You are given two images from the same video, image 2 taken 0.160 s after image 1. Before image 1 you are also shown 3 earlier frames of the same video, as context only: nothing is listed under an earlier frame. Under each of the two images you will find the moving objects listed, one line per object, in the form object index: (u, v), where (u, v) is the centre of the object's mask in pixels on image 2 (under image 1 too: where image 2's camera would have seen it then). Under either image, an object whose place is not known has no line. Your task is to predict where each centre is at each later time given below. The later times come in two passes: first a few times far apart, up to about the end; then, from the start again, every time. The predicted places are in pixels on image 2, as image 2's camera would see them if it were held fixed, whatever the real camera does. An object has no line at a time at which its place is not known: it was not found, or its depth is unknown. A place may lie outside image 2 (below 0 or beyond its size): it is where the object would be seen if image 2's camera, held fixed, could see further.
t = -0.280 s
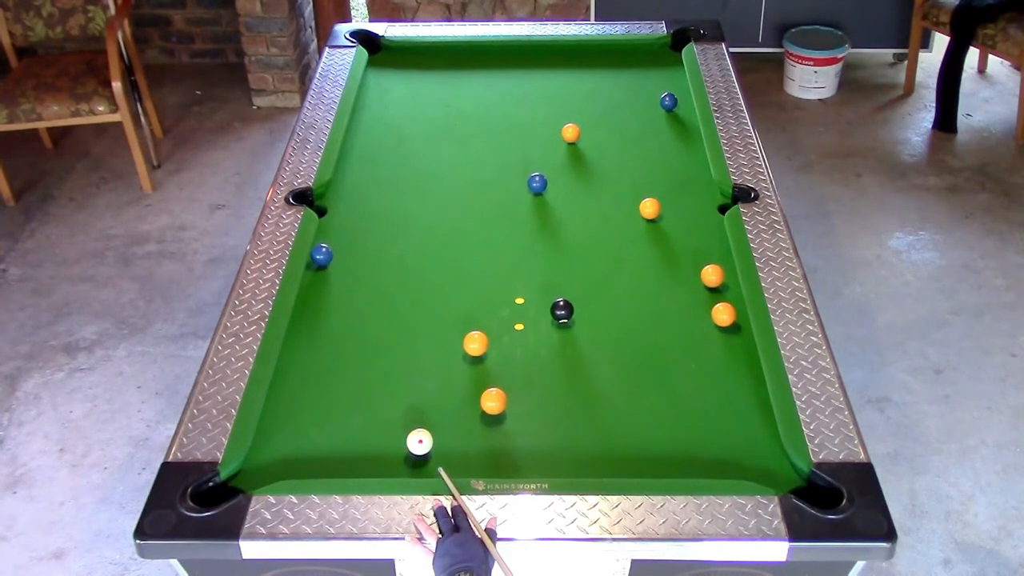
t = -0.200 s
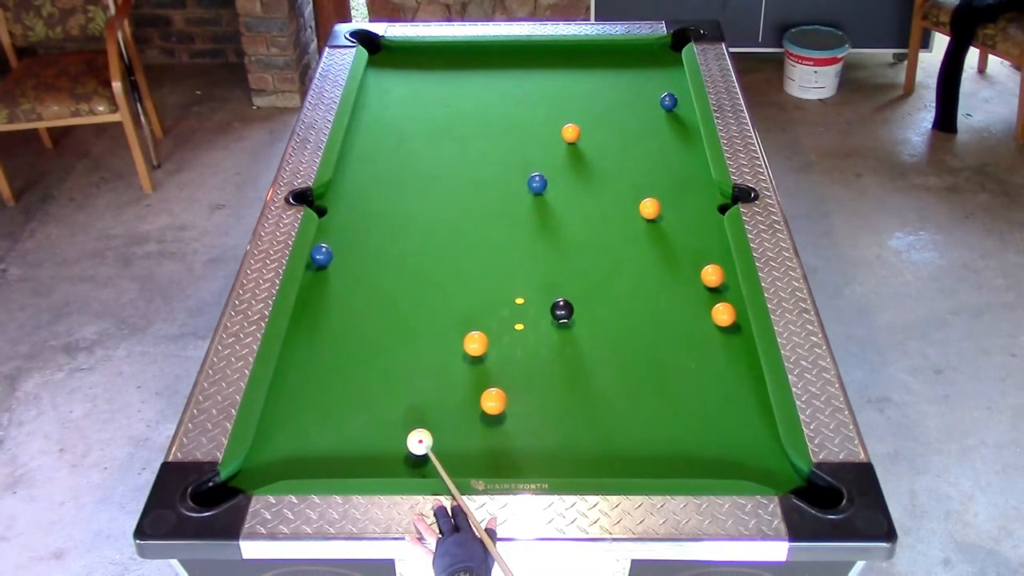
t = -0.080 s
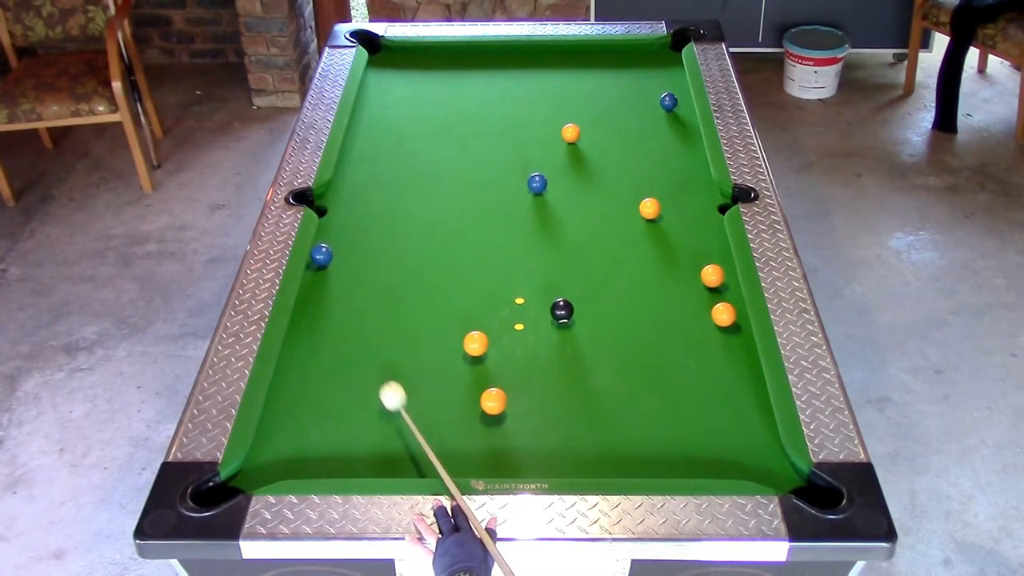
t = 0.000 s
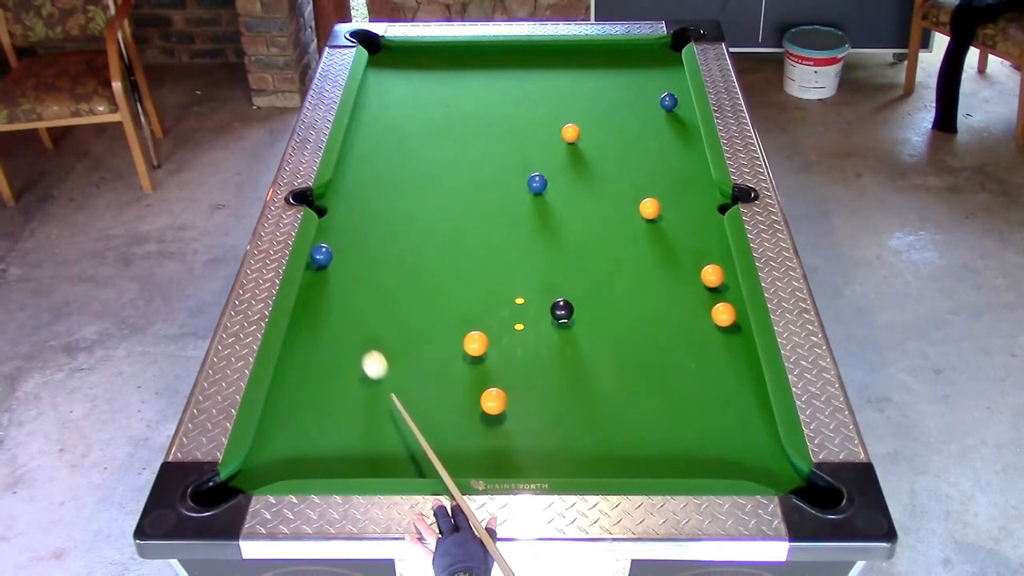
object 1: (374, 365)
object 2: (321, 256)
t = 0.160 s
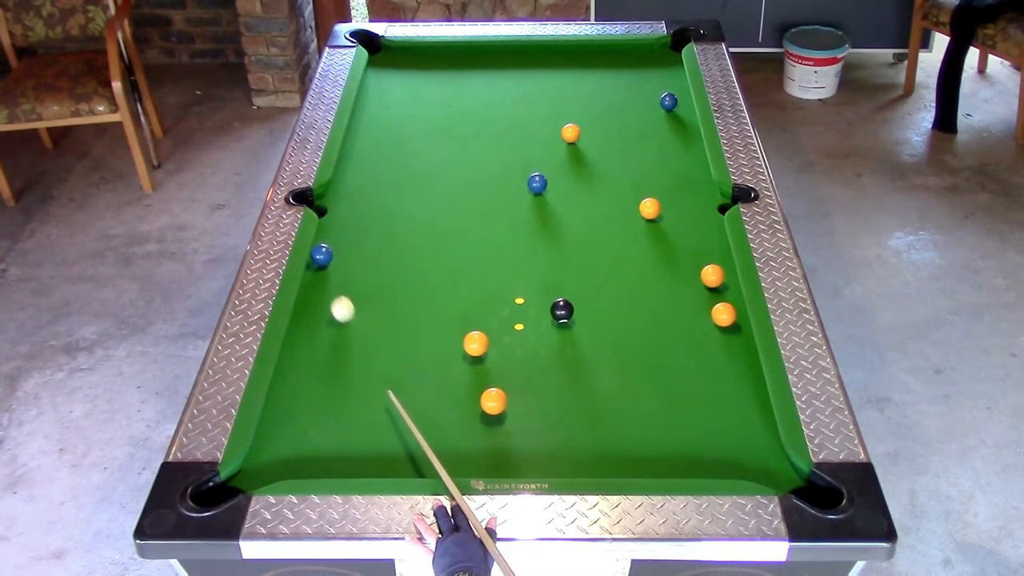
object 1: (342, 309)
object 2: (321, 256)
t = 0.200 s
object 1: (335, 296)
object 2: (321, 256)
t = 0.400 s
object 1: (327, 268)
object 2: (326, 235)
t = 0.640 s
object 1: (357, 260)
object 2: (338, 203)
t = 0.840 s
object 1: (380, 254)
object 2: (348, 178)
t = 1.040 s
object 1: (400, 248)
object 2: (356, 156)
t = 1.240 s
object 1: (418, 243)
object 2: (363, 137)
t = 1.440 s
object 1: (434, 239)
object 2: (370, 119)
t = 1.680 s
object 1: (450, 234)
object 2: (377, 101)
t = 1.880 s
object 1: (461, 231)
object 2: (382, 87)
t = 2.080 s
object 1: (470, 229)
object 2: (386, 74)
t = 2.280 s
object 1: (478, 226)
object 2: (390, 63)
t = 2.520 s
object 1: (484, 224)
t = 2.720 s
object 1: (488, 223)
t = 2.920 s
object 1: (489, 223)
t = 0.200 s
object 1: (335, 296)
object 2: (321, 256)
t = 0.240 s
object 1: (328, 284)
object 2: (321, 256)
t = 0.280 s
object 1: (321, 272)
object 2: (321, 253)
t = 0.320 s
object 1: (316, 268)
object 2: (322, 249)
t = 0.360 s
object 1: (322, 268)
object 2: (324, 242)
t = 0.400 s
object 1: (327, 268)
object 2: (326, 235)
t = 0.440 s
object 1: (333, 266)
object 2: (328, 230)
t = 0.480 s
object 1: (338, 265)
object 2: (330, 224)
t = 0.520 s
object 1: (343, 264)
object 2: (332, 219)
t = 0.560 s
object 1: (348, 262)
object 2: (335, 213)
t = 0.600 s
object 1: (353, 261)
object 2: (337, 208)
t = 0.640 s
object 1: (357, 260)
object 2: (338, 203)
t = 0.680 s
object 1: (362, 259)
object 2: (341, 197)
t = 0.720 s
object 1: (367, 257)
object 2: (342, 193)
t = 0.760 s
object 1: (371, 256)
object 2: (344, 188)
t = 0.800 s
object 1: (376, 255)
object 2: (346, 183)
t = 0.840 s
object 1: (380, 254)
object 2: (348, 178)
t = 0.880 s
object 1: (384, 253)
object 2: (349, 174)
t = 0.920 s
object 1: (388, 252)
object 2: (351, 169)
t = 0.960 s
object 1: (392, 250)
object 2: (353, 165)
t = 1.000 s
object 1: (396, 249)
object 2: (354, 161)
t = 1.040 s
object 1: (400, 248)
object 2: (356, 156)
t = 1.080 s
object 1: (404, 247)
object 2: (357, 152)
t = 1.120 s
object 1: (408, 246)
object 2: (359, 148)
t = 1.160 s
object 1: (411, 245)
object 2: (360, 144)
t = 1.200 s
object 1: (414, 244)
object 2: (362, 140)
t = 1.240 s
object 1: (418, 243)
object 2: (363, 137)
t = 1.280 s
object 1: (421, 242)
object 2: (365, 133)
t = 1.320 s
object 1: (424, 241)
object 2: (366, 129)
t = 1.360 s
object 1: (428, 240)
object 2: (367, 126)
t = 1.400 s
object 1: (431, 240)
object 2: (369, 123)
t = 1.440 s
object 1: (434, 239)
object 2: (370, 119)
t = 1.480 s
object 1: (436, 238)
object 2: (371, 116)
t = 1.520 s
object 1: (439, 237)
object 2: (372, 113)
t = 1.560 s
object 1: (442, 237)
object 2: (374, 109)
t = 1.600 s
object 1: (445, 236)
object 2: (375, 106)
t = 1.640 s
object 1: (447, 235)
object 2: (376, 103)
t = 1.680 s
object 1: (450, 234)
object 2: (377, 101)
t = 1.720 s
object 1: (452, 234)
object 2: (378, 98)
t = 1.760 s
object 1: (455, 233)
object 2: (379, 95)
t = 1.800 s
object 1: (457, 232)
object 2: (380, 92)
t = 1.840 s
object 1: (459, 232)
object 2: (381, 89)
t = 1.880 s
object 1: (461, 231)
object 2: (382, 87)
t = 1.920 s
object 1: (463, 231)
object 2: (383, 84)
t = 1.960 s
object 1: (465, 230)
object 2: (383, 82)
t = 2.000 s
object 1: (467, 229)
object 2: (384, 79)
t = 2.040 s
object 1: (468, 229)
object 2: (385, 76)
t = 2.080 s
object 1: (470, 229)
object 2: (386, 74)
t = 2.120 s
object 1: (472, 228)
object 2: (387, 72)
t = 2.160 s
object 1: (474, 227)
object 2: (388, 69)
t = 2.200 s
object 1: (475, 227)
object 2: (388, 67)
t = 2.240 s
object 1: (476, 227)
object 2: (389, 65)
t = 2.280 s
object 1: (478, 226)
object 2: (390, 63)
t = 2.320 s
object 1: (479, 226)
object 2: (390, 61)
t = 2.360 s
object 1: (480, 226)
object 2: (390, 59)
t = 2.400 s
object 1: (481, 225)
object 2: (391, 56)
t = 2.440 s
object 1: (482, 225)
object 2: (392, 54)
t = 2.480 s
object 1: (483, 225)
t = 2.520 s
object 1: (484, 224)
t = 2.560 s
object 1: (485, 224)
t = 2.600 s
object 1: (486, 224)
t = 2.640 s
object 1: (487, 224)
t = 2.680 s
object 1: (487, 224)
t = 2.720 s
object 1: (488, 223)
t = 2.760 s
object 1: (488, 223)
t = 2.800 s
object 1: (489, 223)
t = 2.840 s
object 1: (489, 223)
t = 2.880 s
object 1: (489, 223)
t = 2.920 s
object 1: (489, 223)
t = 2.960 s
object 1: (489, 223)
